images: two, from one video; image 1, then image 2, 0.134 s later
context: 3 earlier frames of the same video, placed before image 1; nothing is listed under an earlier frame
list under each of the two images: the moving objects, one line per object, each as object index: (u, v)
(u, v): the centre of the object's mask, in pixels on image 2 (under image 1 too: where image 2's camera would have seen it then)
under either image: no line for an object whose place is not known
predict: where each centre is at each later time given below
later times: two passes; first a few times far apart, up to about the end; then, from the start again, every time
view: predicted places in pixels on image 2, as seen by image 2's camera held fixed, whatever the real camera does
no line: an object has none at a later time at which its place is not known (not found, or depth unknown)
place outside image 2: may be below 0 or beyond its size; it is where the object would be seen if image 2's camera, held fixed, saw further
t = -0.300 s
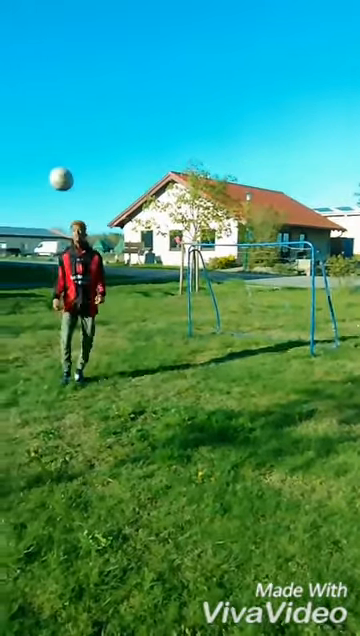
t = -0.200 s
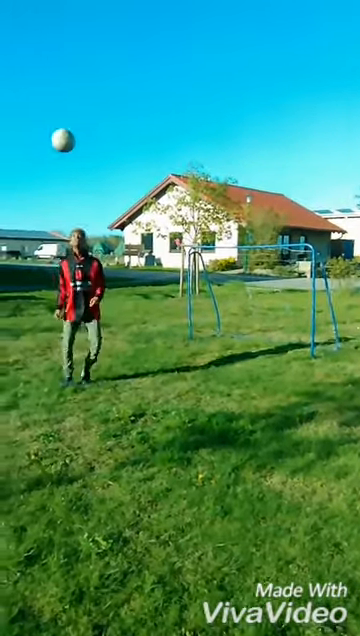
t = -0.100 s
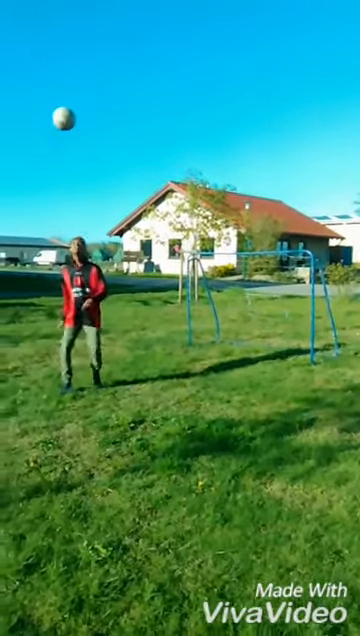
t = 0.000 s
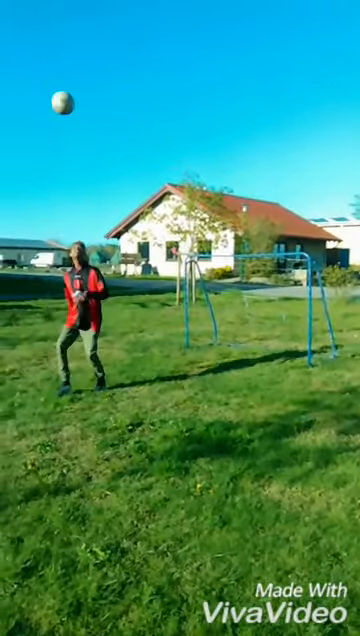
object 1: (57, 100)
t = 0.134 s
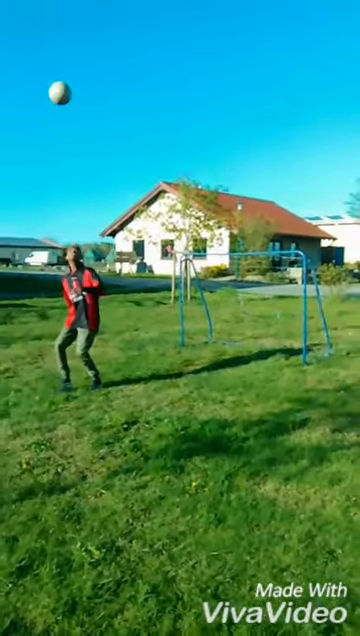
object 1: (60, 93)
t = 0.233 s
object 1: (63, 99)
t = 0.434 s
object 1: (70, 142)
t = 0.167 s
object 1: (61, 94)
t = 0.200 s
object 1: (62, 96)
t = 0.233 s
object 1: (63, 99)
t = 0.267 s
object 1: (64, 104)
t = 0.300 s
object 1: (65, 109)
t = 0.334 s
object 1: (66, 116)
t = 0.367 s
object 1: (67, 124)
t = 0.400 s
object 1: (68, 133)
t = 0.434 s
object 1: (70, 142)
